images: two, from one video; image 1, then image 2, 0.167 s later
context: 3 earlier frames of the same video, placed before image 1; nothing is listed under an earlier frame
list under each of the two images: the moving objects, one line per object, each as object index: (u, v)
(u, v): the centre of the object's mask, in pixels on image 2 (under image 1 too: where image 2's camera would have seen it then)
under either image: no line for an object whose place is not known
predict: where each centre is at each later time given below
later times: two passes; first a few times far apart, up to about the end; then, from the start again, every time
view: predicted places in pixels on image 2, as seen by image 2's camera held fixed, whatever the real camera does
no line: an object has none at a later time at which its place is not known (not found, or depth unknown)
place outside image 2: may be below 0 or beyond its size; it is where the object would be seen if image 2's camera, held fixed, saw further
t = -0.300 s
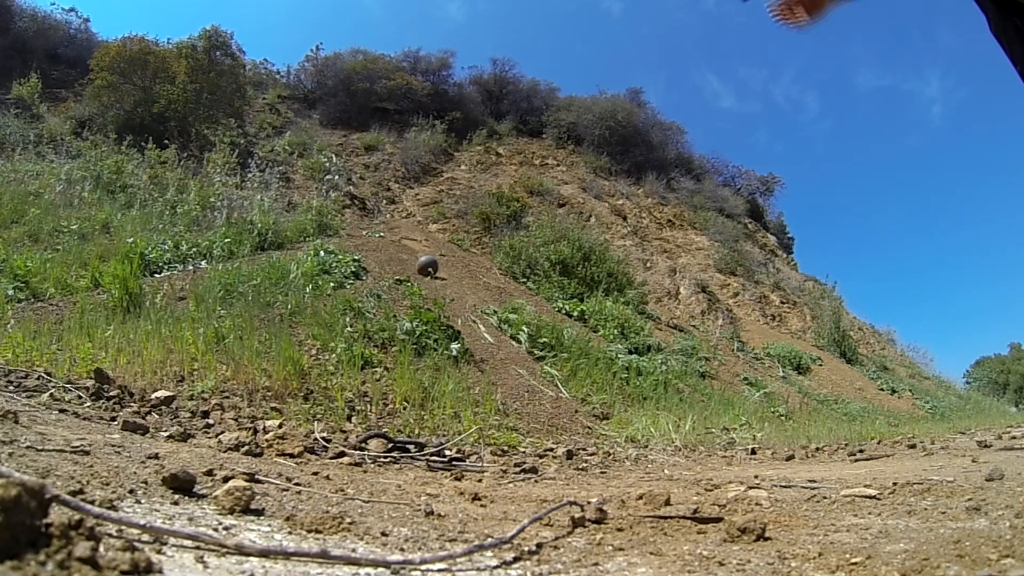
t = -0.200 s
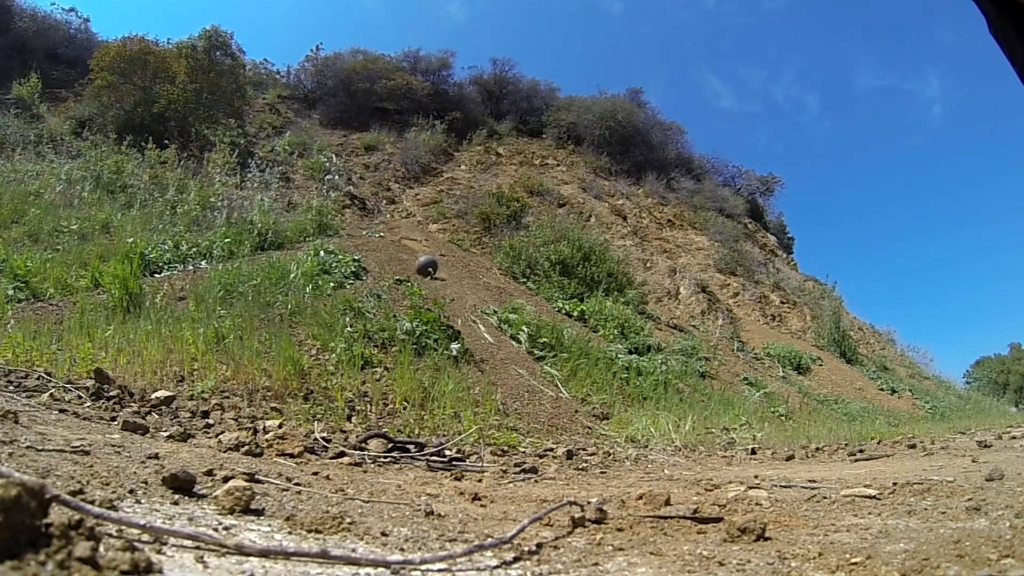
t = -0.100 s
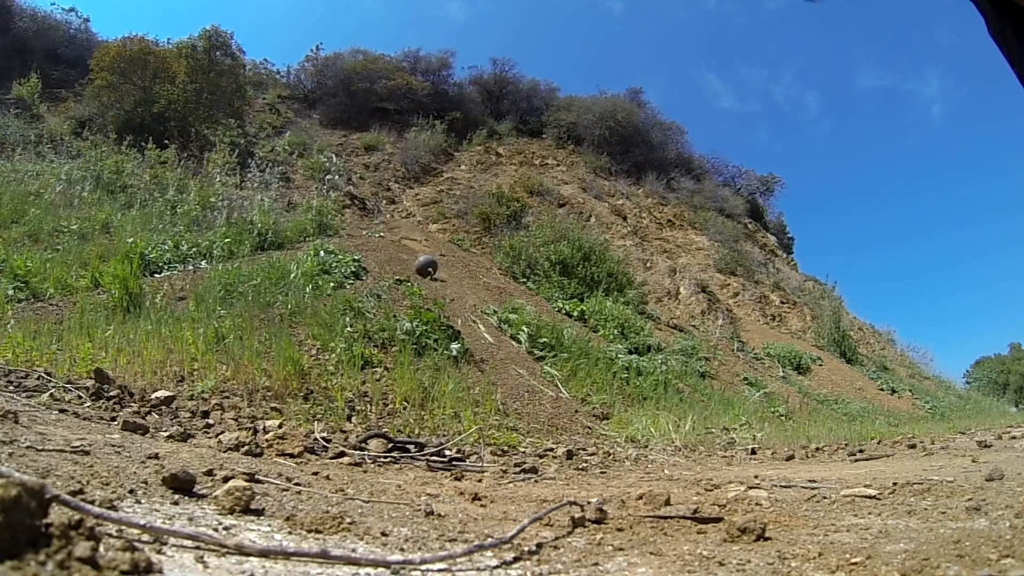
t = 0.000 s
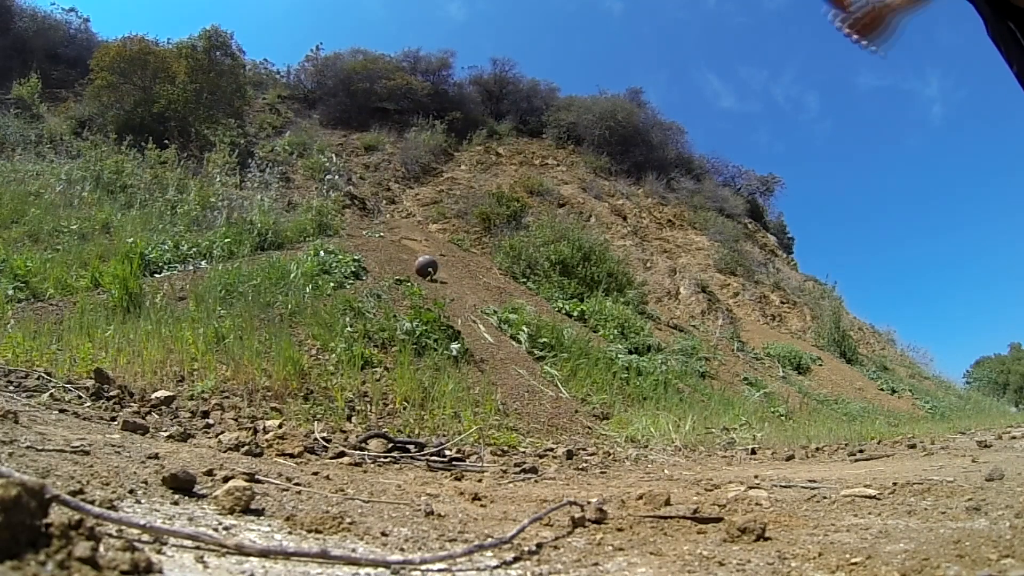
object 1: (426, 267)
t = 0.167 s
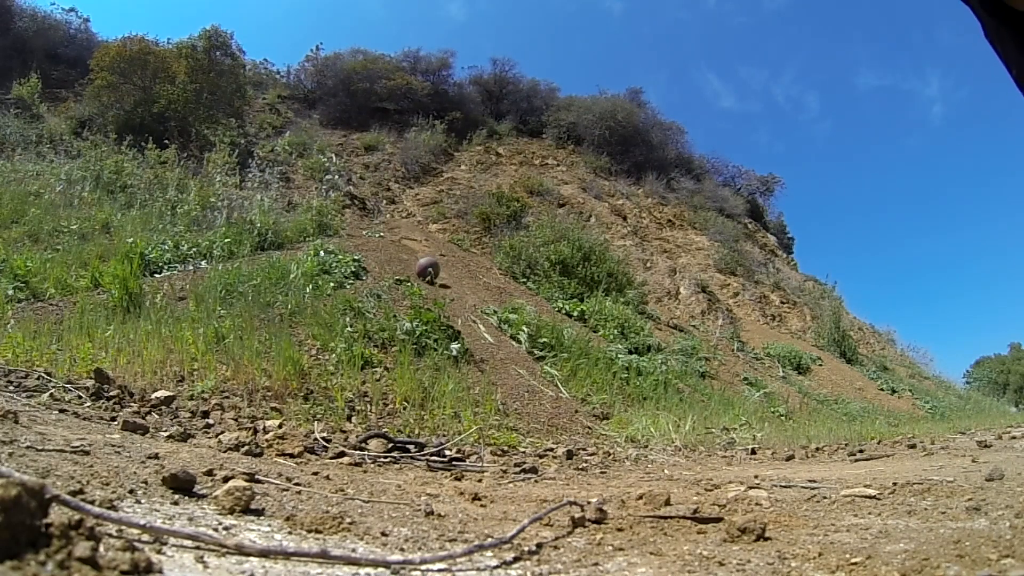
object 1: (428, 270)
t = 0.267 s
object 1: (430, 273)
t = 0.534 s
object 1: (443, 283)
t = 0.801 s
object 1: (467, 309)
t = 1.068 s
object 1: (515, 359)
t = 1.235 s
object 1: (578, 409)
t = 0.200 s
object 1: (428, 271)
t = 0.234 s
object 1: (429, 272)
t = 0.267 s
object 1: (430, 273)
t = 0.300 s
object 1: (431, 274)
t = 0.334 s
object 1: (432, 275)
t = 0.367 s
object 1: (433, 276)
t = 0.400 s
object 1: (435, 278)
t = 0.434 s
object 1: (437, 279)
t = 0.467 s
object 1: (438, 280)
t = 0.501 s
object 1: (440, 282)
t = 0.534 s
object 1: (443, 283)
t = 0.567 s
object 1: (445, 285)
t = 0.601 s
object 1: (449, 287)
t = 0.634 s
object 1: (451, 290)
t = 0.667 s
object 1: (453, 293)
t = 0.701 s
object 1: (455, 297)
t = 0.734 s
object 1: (459, 301)
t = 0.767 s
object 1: (463, 305)
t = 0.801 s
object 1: (467, 309)
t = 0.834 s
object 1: (470, 313)
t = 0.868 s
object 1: (475, 317)
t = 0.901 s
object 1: (480, 323)
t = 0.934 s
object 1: (485, 331)
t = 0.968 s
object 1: (492, 335)
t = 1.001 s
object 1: (498, 344)
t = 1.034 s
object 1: (506, 351)
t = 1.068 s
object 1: (515, 359)
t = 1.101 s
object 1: (524, 365)
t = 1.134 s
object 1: (535, 374)
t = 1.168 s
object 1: (546, 387)
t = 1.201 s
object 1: (561, 395)
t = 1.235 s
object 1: (578, 409)
